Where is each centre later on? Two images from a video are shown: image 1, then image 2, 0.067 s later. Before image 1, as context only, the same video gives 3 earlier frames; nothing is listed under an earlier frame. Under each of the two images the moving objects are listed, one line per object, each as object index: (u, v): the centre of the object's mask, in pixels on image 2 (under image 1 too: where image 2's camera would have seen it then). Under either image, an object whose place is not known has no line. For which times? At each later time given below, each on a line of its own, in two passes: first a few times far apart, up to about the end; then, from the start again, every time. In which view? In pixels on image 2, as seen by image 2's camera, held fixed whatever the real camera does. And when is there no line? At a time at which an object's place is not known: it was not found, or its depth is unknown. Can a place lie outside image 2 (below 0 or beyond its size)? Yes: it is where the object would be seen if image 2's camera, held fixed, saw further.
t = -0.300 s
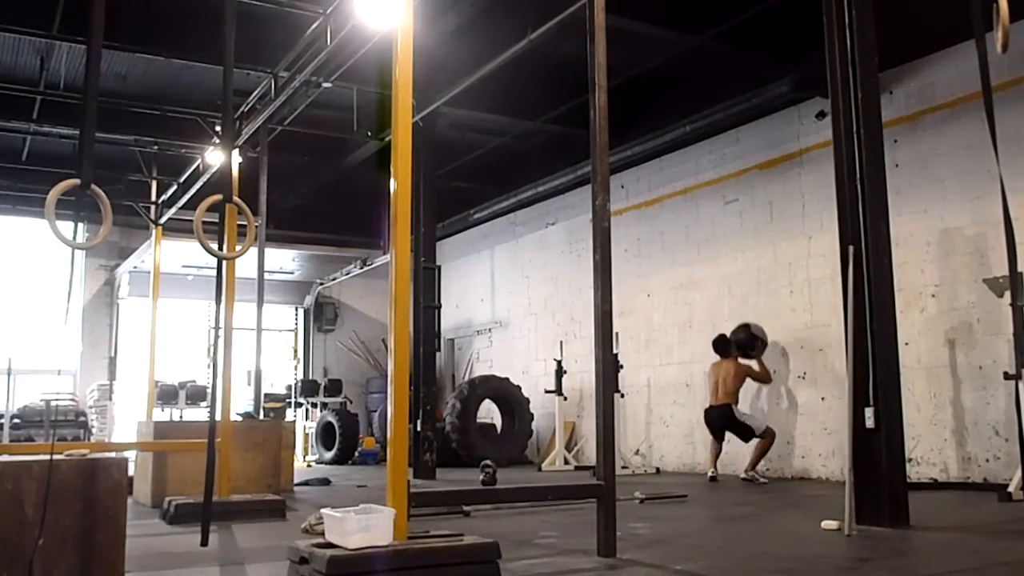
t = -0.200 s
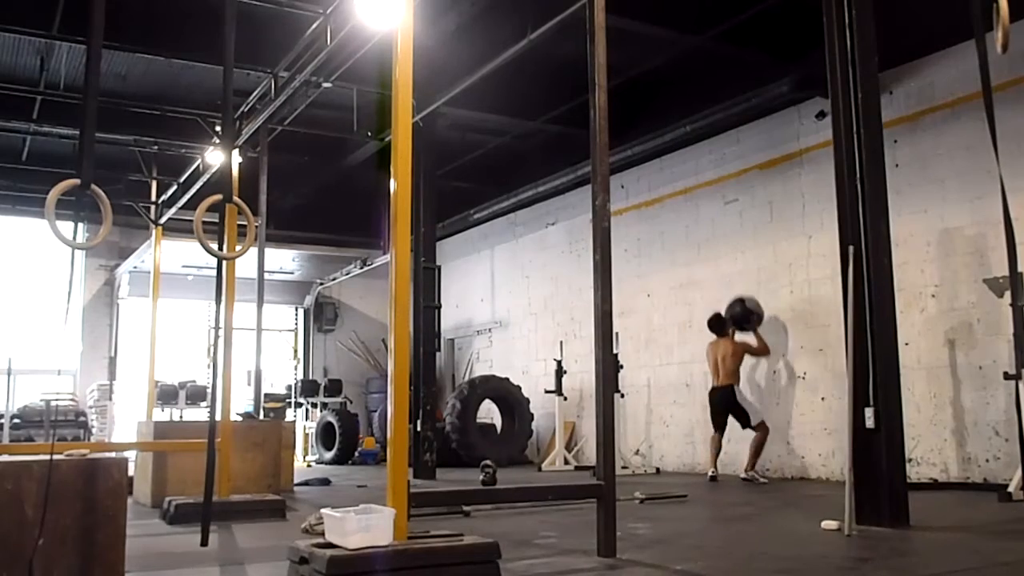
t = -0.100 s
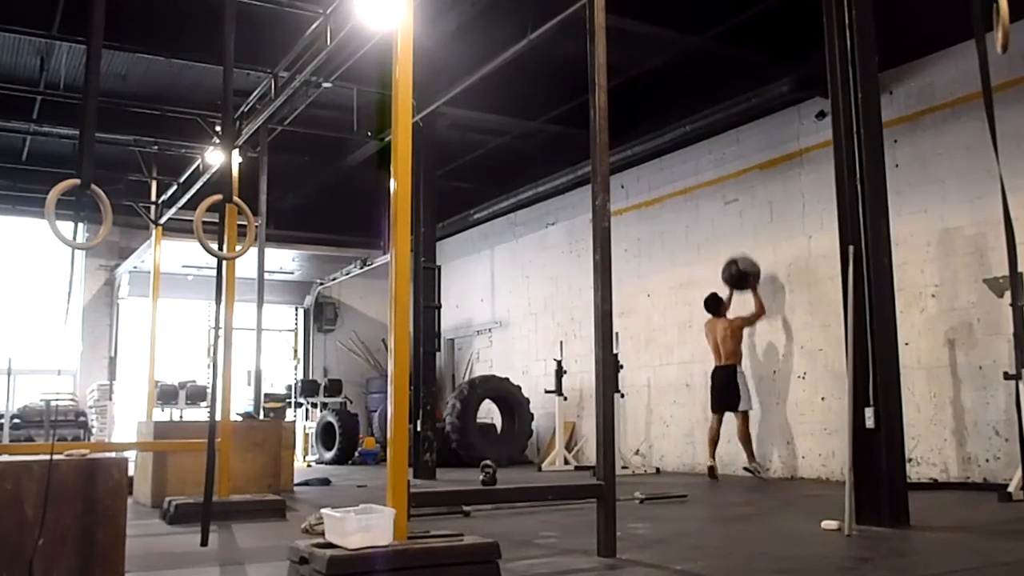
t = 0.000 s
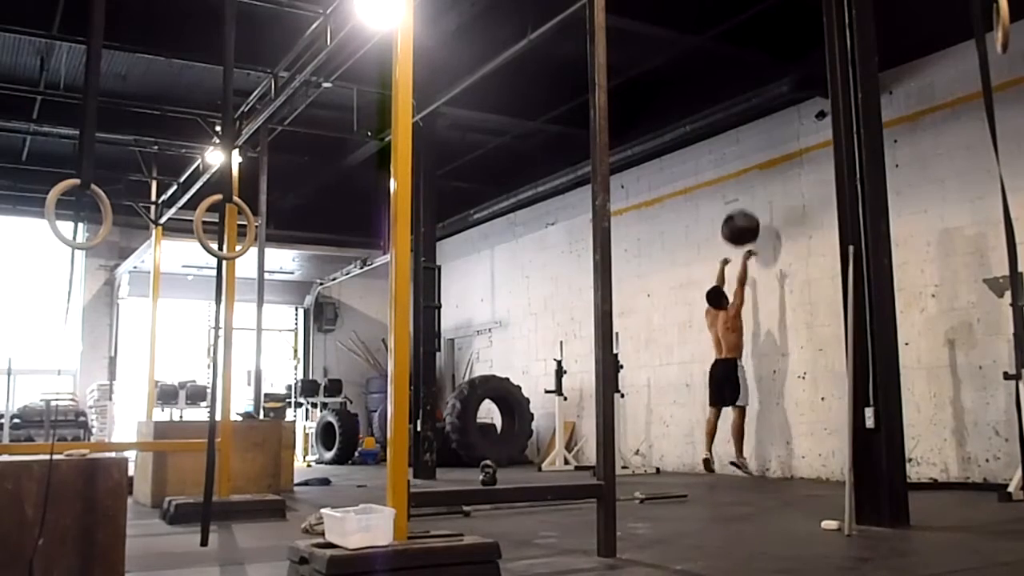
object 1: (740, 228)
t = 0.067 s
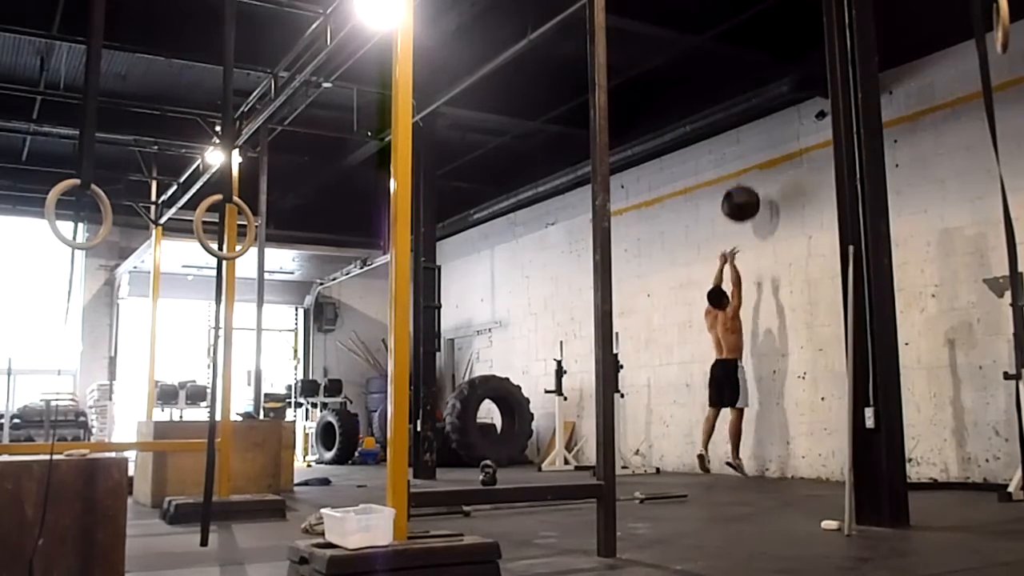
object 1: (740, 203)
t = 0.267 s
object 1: (742, 158)
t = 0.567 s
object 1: (747, 161)
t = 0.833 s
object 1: (743, 227)
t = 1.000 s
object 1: (742, 306)
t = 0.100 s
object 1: (741, 193)
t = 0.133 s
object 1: (741, 184)
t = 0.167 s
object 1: (741, 176)
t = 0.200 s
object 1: (742, 168)
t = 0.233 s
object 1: (742, 162)
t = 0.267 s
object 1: (742, 158)
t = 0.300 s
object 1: (743, 154)
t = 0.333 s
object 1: (744, 151)
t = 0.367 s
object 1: (744, 150)
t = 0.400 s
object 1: (745, 149)
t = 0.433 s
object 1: (746, 150)
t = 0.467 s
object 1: (747, 152)
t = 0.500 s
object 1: (747, 154)
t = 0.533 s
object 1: (748, 157)
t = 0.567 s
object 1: (747, 161)
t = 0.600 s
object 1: (748, 166)
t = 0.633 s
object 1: (747, 171)
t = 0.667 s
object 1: (746, 178)
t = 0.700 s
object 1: (746, 186)
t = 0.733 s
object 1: (744, 194)
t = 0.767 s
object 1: (744, 204)
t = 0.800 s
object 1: (744, 216)
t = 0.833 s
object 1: (743, 227)
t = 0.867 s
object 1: (743, 241)
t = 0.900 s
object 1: (743, 255)
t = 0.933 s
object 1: (743, 271)
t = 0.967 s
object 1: (742, 288)
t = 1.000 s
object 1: (742, 306)
